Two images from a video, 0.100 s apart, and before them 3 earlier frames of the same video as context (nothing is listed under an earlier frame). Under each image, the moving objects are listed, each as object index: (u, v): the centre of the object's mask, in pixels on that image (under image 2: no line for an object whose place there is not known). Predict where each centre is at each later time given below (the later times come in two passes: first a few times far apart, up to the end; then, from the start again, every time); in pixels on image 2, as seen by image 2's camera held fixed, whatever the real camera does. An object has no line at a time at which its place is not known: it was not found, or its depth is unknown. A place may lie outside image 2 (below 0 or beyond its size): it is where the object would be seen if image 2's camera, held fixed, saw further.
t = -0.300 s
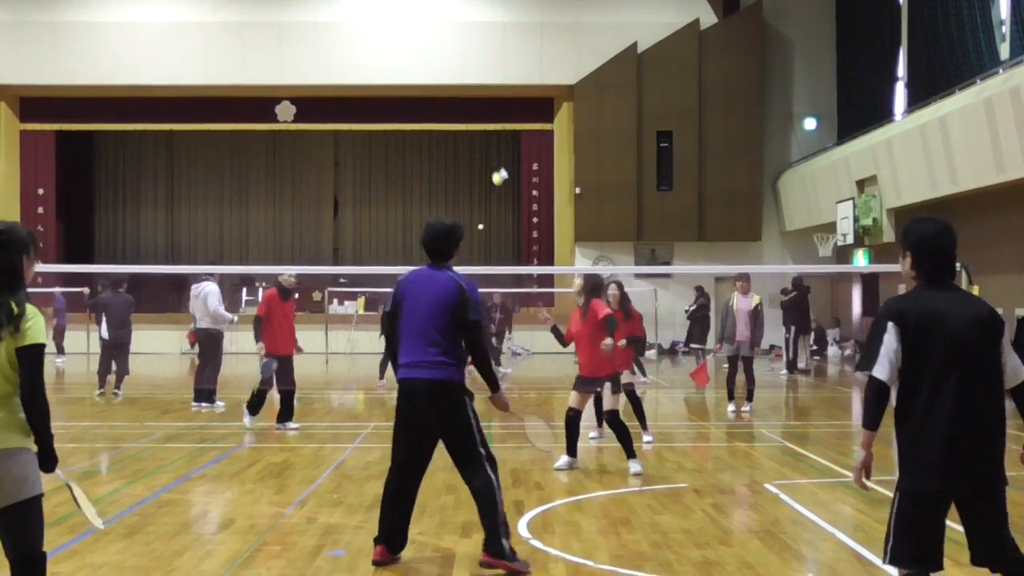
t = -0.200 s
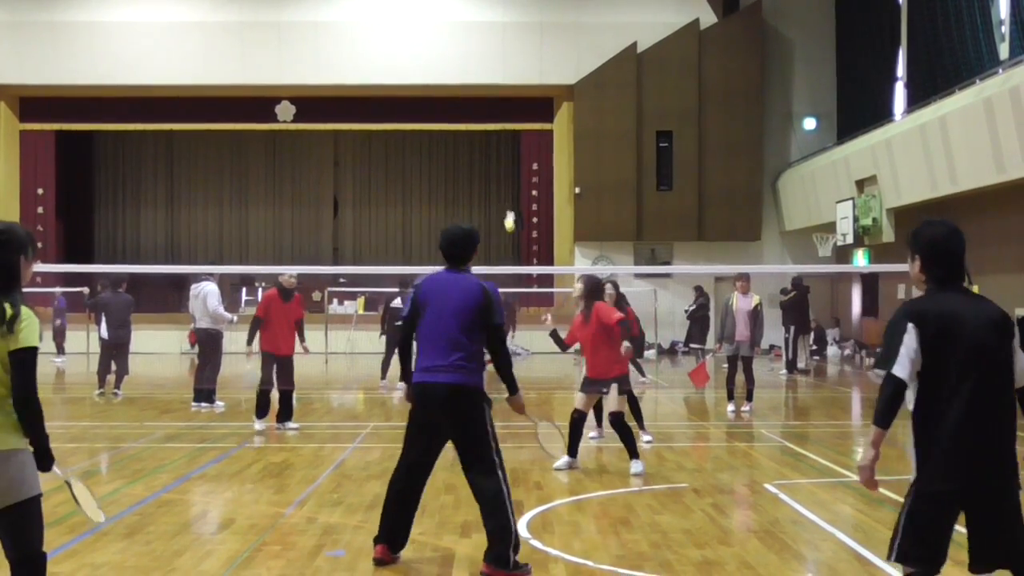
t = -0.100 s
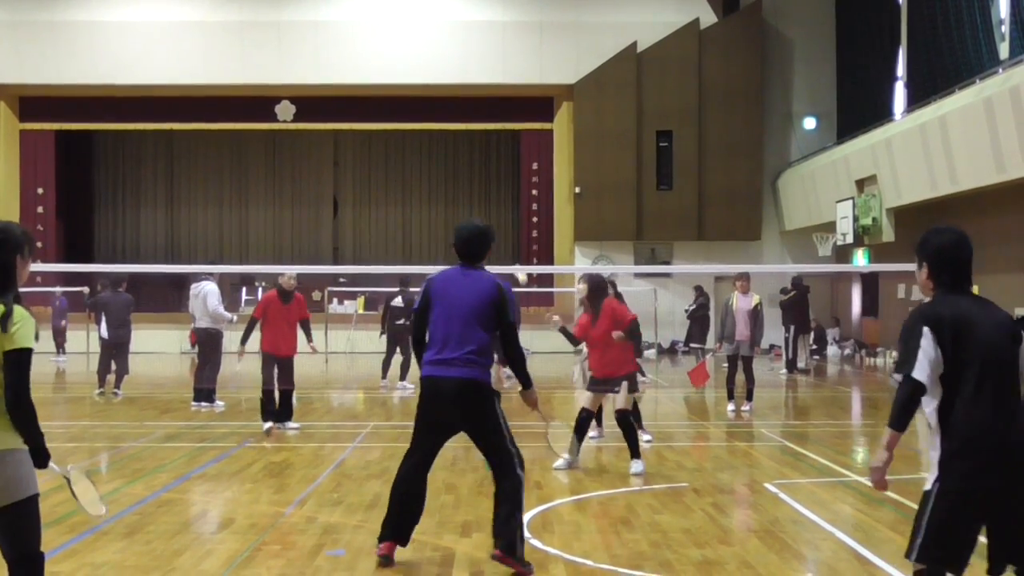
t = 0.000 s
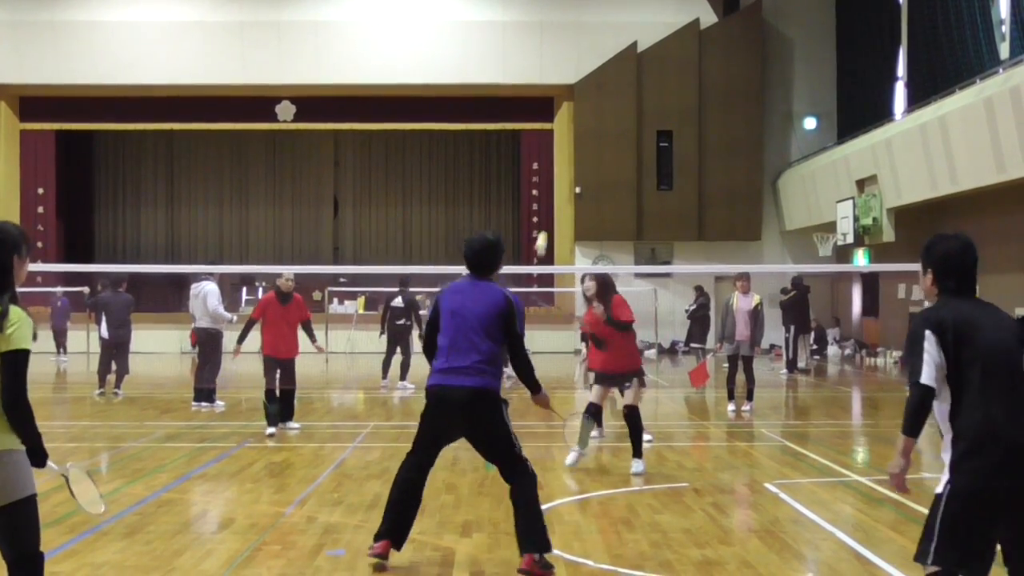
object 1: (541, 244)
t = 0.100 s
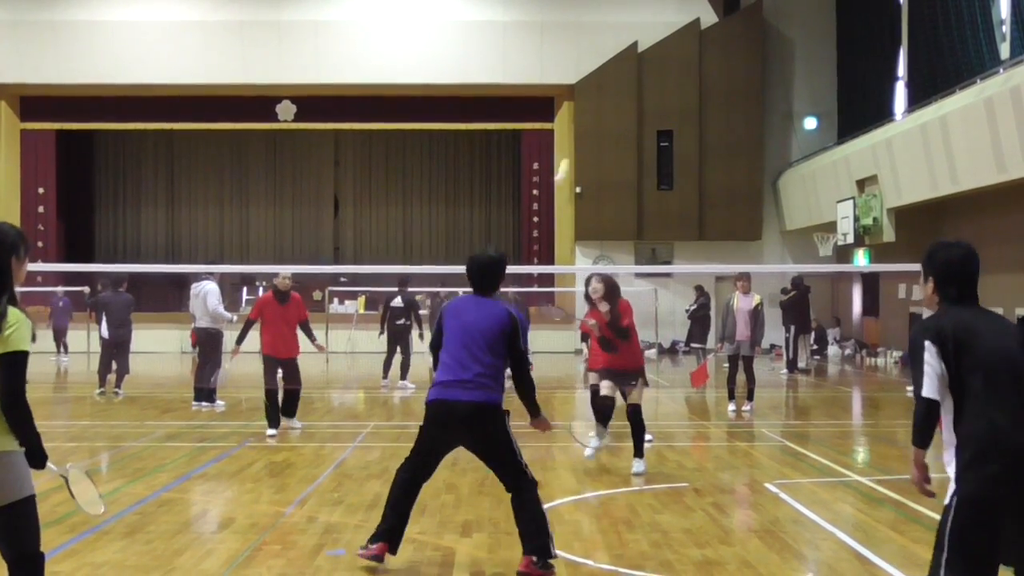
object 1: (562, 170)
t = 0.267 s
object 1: (592, 88)
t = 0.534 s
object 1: (632, 46)
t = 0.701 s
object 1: (654, 79)
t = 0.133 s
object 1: (570, 151)
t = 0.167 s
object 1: (577, 132)
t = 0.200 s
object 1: (582, 115)
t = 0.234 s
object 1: (587, 101)
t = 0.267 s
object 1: (592, 88)
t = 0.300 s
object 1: (597, 76)
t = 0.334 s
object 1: (603, 67)
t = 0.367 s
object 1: (608, 59)
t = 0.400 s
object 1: (613, 53)
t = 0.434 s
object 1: (618, 48)
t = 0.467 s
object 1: (624, 45)
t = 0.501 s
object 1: (628, 45)
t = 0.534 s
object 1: (632, 46)
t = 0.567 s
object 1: (637, 49)
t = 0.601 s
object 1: (642, 54)
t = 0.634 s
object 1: (646, 61)
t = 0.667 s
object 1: (650, 69)
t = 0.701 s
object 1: (654, 79)
